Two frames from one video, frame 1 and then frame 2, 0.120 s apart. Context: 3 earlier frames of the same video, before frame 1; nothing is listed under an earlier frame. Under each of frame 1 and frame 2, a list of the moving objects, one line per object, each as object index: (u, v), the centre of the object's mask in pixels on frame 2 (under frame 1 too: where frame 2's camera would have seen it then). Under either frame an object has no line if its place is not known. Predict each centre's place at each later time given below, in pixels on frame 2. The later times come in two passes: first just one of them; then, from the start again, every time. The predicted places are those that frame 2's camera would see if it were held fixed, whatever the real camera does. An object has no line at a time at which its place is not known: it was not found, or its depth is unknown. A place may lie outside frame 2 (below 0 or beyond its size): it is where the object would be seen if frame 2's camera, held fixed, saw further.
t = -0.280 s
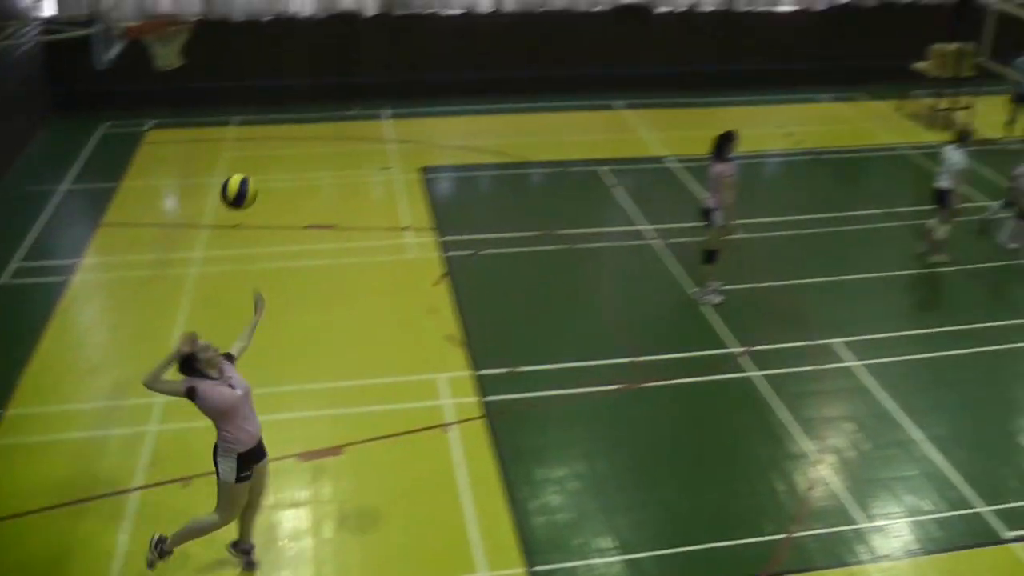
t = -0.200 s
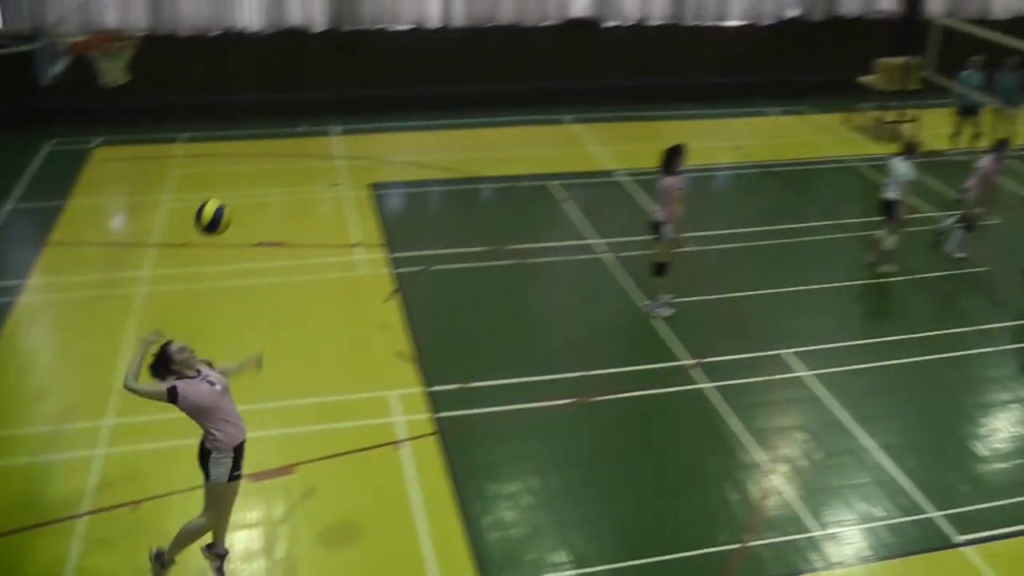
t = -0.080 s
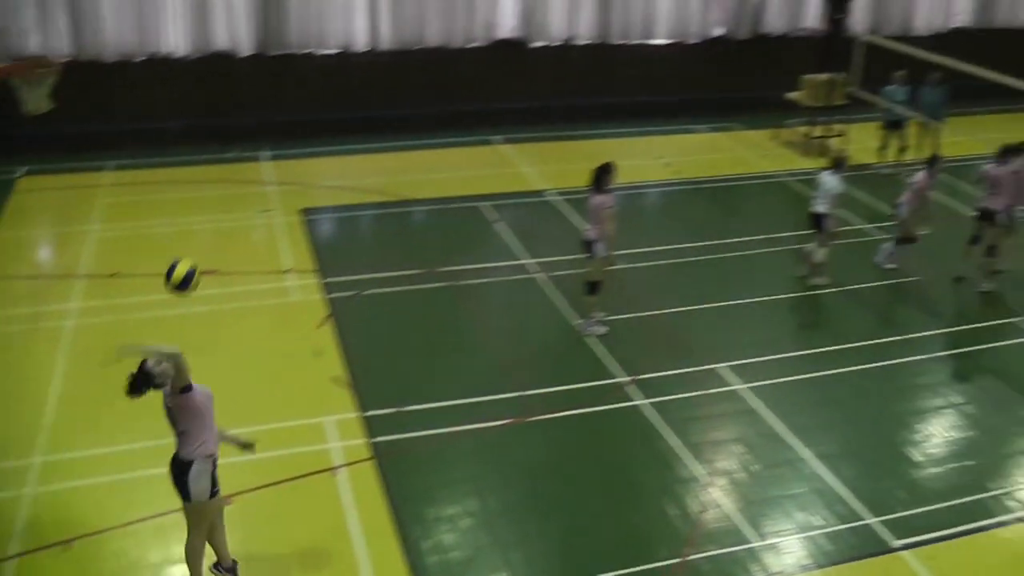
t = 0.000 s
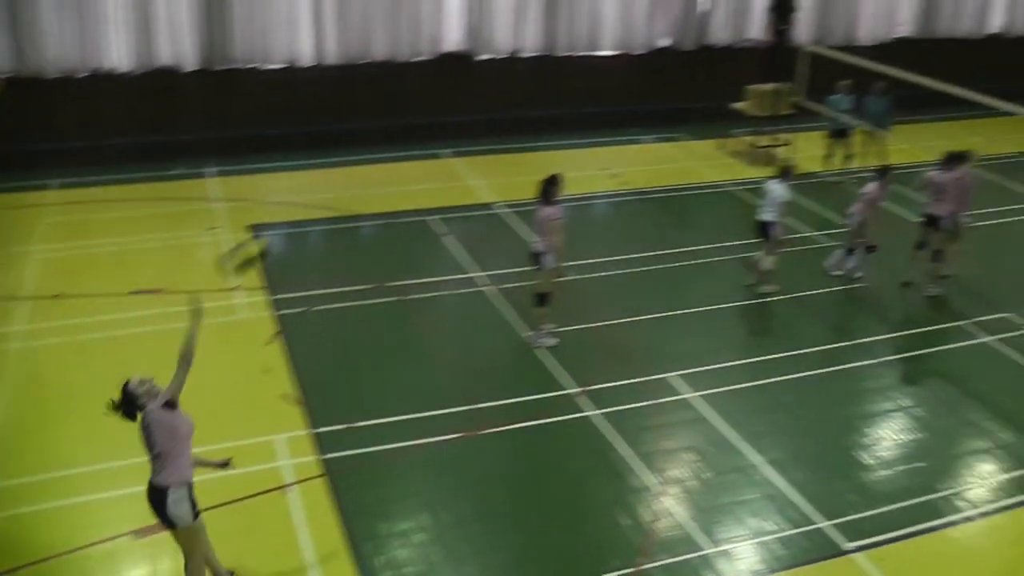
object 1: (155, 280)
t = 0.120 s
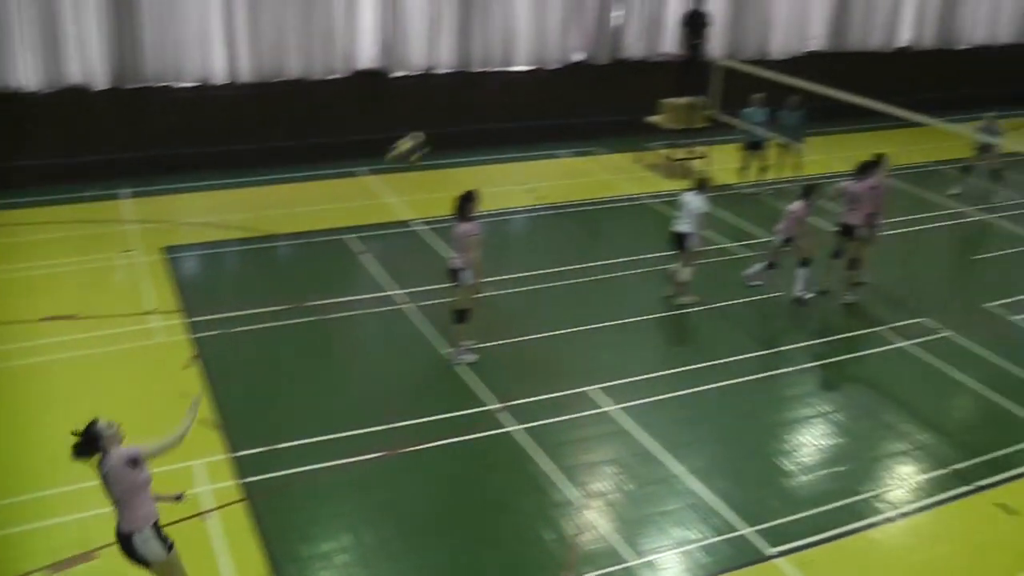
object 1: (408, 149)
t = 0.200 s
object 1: (531, 95)
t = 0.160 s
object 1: (472, 120)
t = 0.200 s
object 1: (531, 95)
